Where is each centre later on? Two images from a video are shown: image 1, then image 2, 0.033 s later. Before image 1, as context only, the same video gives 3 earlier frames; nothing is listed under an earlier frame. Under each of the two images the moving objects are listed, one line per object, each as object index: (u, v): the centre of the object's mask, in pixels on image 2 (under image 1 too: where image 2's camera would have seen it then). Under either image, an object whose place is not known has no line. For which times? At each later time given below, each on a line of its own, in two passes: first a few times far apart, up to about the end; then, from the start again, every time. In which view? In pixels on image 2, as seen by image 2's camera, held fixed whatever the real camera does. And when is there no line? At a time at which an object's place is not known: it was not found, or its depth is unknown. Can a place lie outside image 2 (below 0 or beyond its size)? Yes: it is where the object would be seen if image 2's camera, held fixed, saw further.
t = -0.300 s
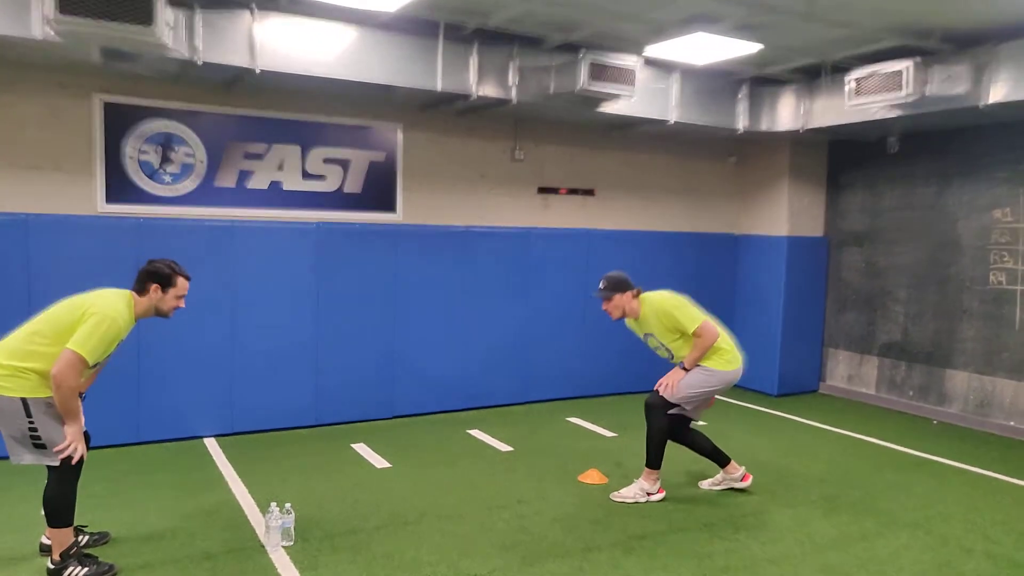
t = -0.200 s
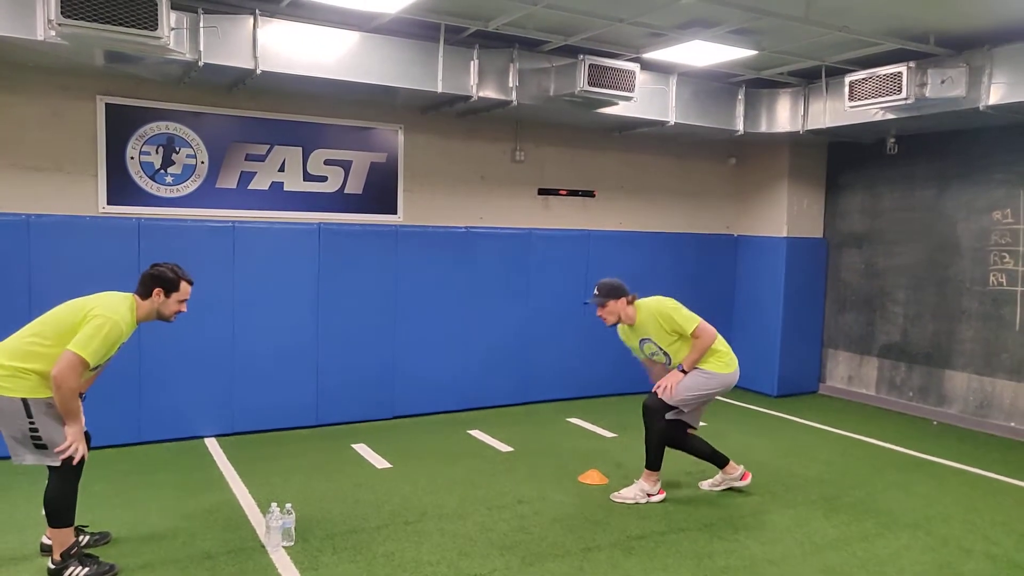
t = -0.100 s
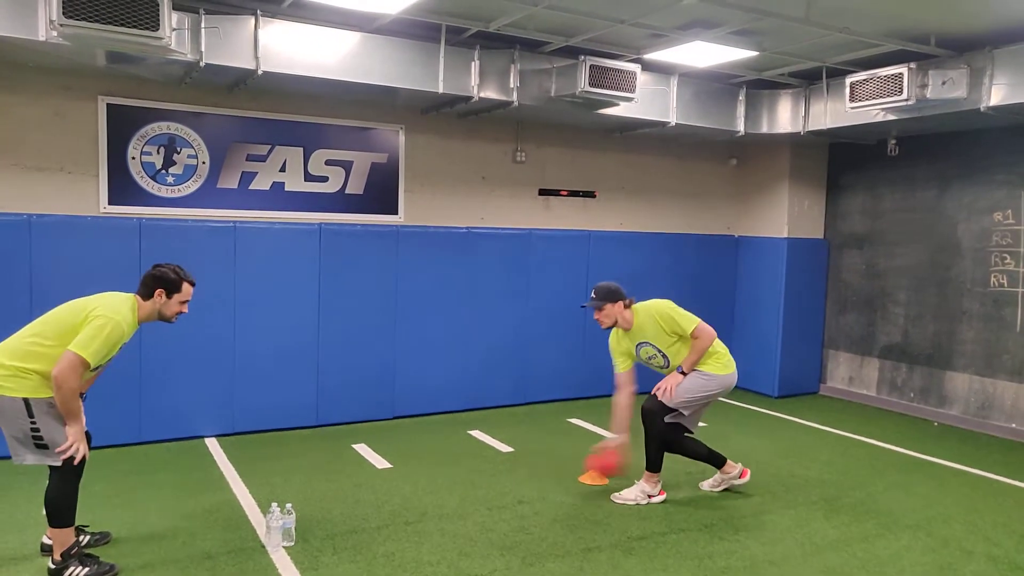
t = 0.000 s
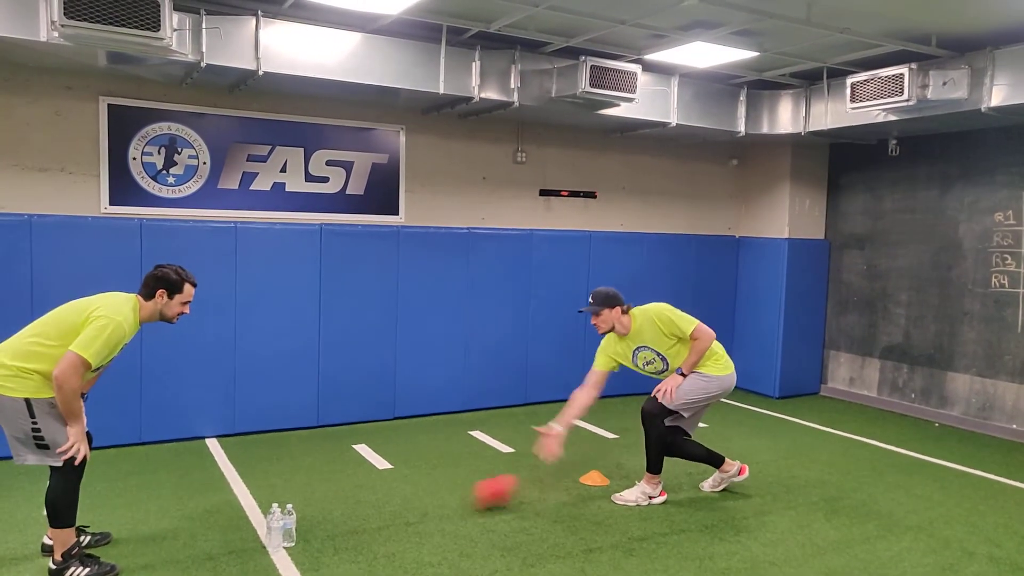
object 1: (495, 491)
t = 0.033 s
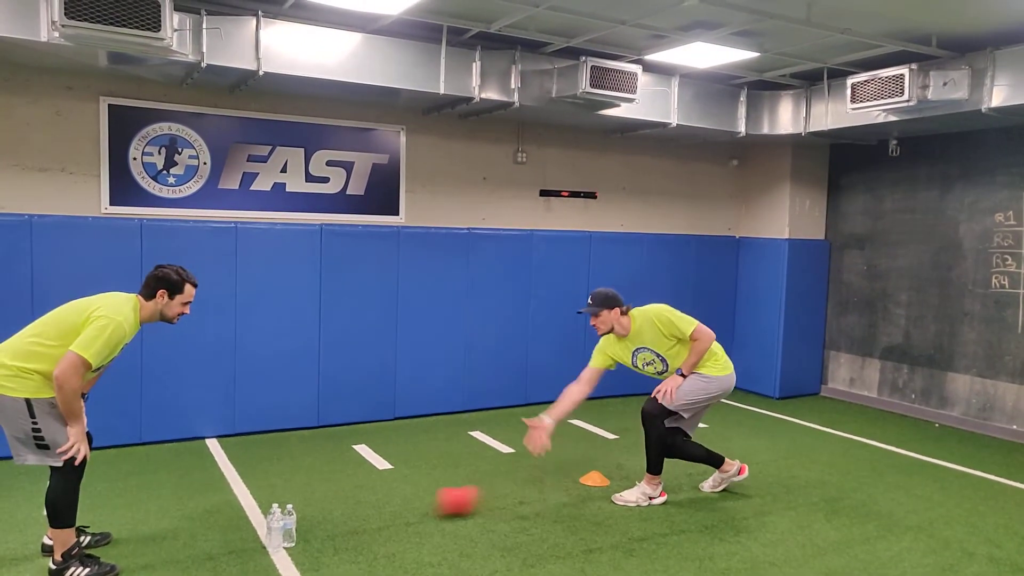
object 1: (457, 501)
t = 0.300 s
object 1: (246, 509)
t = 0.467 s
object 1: (198, 492)
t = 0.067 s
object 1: (425, 501)
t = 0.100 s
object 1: (394, 501)
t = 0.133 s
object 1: (362, 504)
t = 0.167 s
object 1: (327, 509)
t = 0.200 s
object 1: (302, 511)
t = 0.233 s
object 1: (273, 504)
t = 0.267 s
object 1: (258, 508)
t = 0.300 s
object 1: (246, 509)
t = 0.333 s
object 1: (236, 504)
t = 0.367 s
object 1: (226, 501)
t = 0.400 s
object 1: (217, 498)
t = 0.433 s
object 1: (207, 496)
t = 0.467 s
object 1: (198, 492)
